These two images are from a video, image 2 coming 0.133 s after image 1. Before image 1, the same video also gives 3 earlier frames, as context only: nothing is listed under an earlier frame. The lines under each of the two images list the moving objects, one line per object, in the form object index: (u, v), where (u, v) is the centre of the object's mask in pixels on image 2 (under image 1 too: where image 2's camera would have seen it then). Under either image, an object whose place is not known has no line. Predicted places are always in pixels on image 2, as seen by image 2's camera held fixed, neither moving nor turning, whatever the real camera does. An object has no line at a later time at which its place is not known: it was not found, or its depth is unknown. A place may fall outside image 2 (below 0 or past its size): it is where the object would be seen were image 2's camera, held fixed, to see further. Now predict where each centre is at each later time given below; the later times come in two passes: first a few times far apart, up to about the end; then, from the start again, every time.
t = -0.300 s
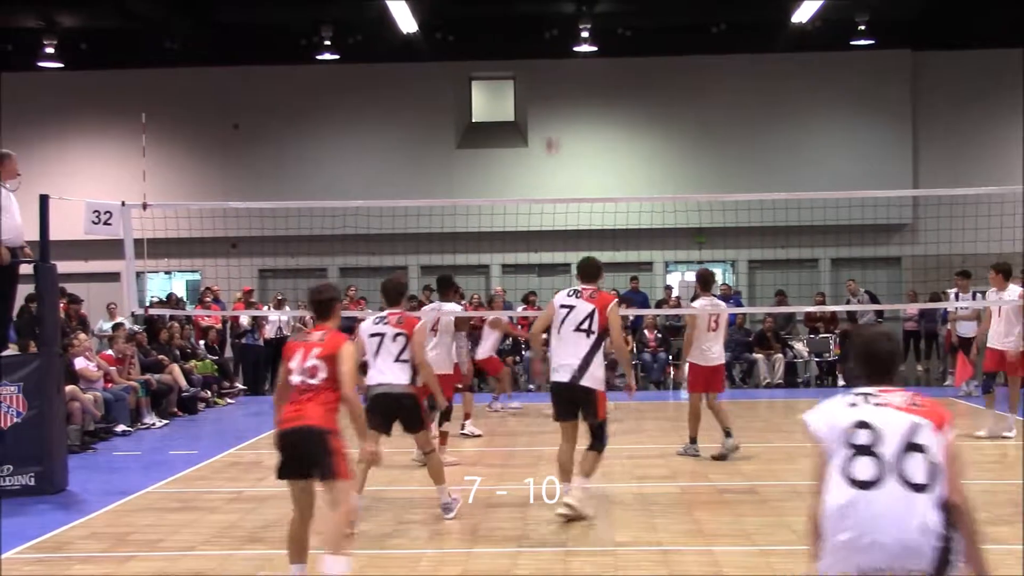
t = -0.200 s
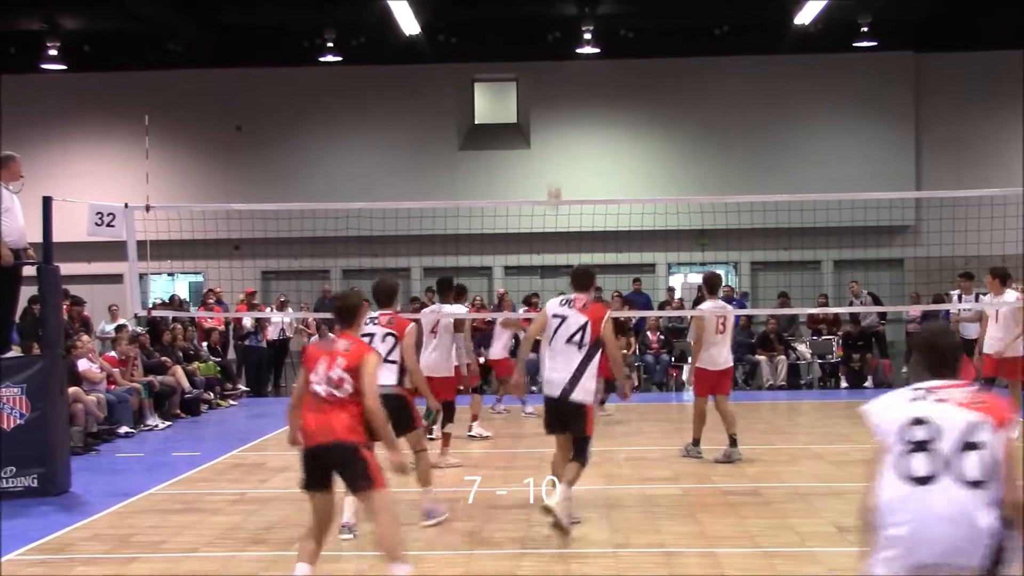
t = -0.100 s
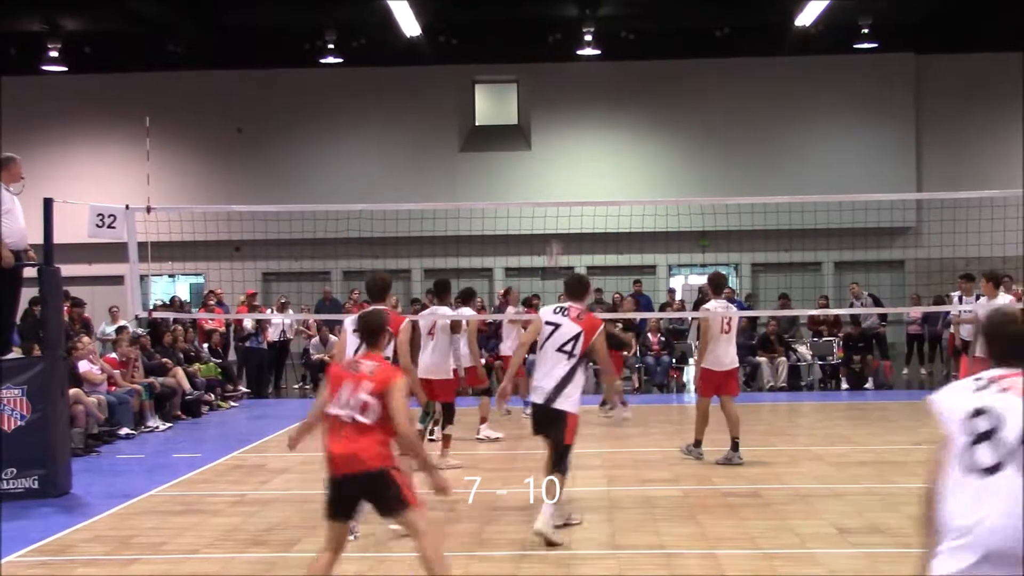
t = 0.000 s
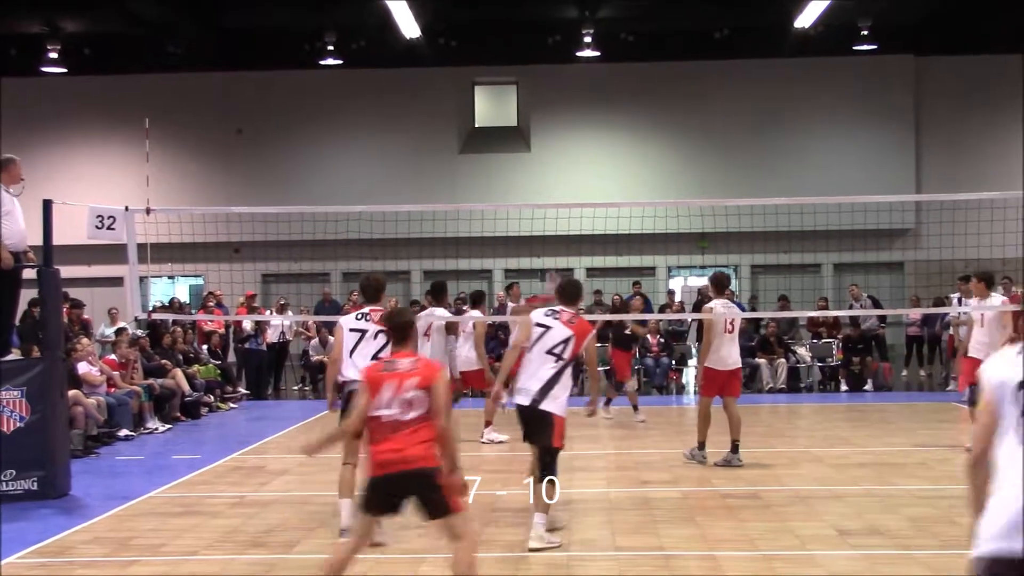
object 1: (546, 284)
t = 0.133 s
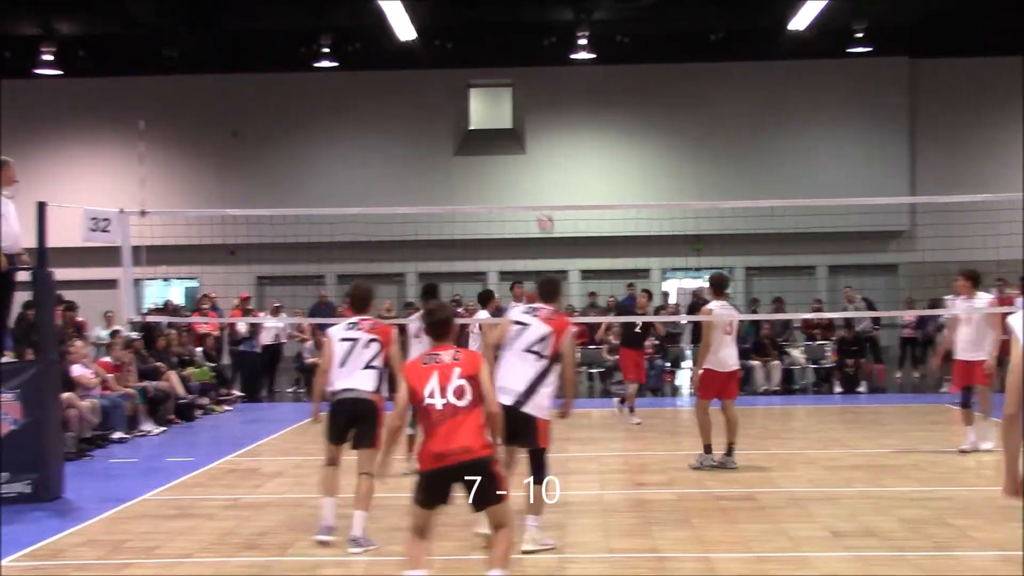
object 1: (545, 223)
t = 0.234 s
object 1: (544, 180)
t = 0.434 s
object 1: (537, 114)
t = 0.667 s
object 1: (526, 78)
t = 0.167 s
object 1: (545, 208)
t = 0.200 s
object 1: (543, 194)
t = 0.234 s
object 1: (544, 180)
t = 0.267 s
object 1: (542, 166)
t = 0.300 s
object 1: (542, 154)
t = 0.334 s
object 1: (543, 142)
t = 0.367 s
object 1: (540, 131)
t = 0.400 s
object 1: (539, 122)
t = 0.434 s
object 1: (537, 114)
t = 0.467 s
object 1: (537, 105)
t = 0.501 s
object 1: (535, 98)
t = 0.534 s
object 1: (533, 93)
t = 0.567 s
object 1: (532, 87)
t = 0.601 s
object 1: (530, 83)
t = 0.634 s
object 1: (529, 80)
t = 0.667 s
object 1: (526, 78)
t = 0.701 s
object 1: (525, 77)
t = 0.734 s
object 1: (522, 79)
